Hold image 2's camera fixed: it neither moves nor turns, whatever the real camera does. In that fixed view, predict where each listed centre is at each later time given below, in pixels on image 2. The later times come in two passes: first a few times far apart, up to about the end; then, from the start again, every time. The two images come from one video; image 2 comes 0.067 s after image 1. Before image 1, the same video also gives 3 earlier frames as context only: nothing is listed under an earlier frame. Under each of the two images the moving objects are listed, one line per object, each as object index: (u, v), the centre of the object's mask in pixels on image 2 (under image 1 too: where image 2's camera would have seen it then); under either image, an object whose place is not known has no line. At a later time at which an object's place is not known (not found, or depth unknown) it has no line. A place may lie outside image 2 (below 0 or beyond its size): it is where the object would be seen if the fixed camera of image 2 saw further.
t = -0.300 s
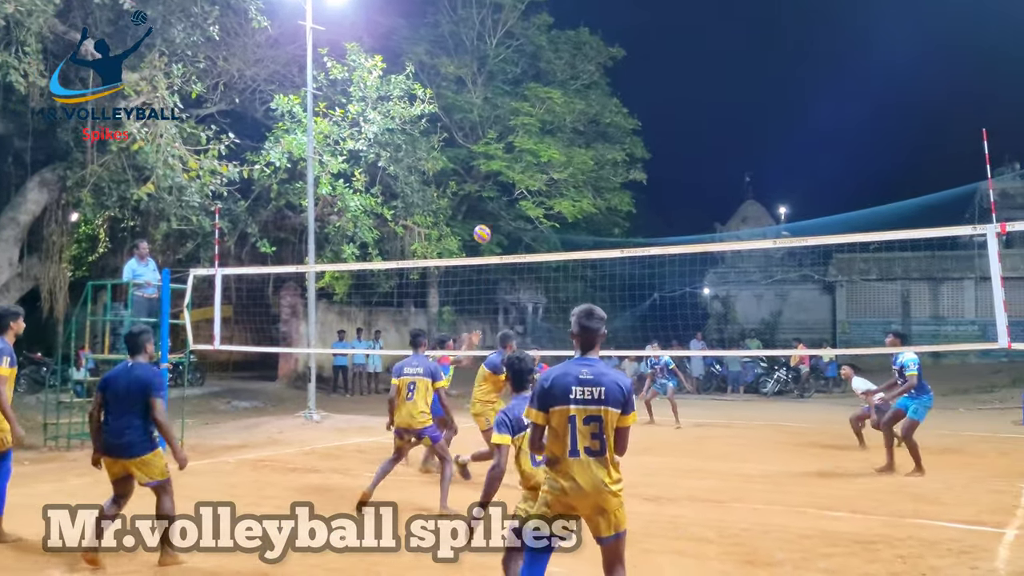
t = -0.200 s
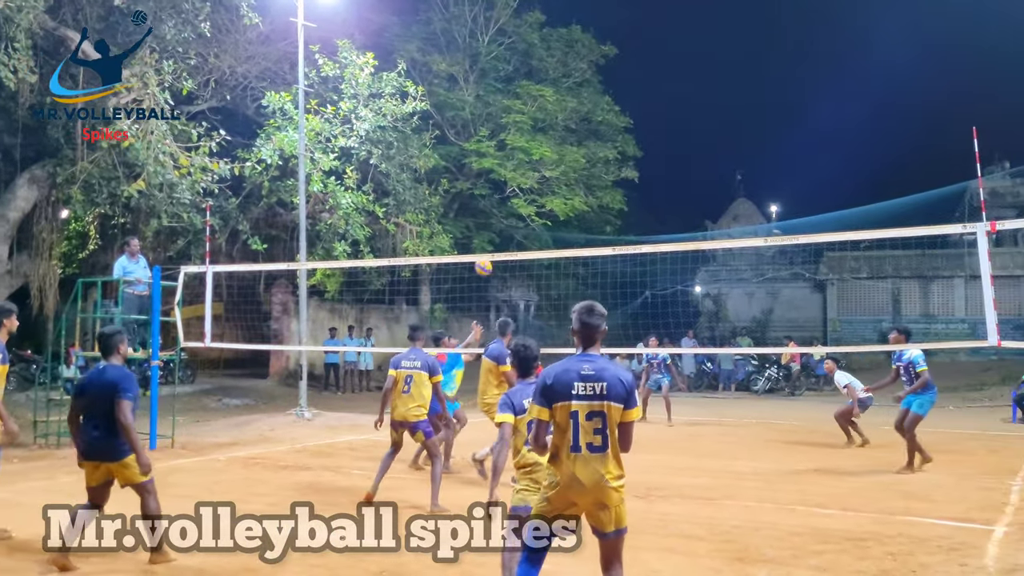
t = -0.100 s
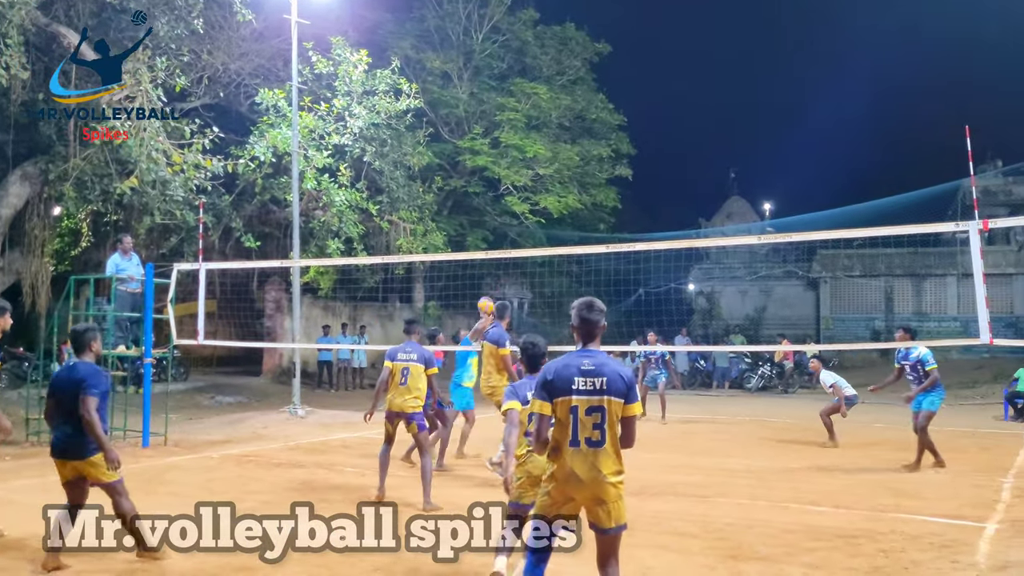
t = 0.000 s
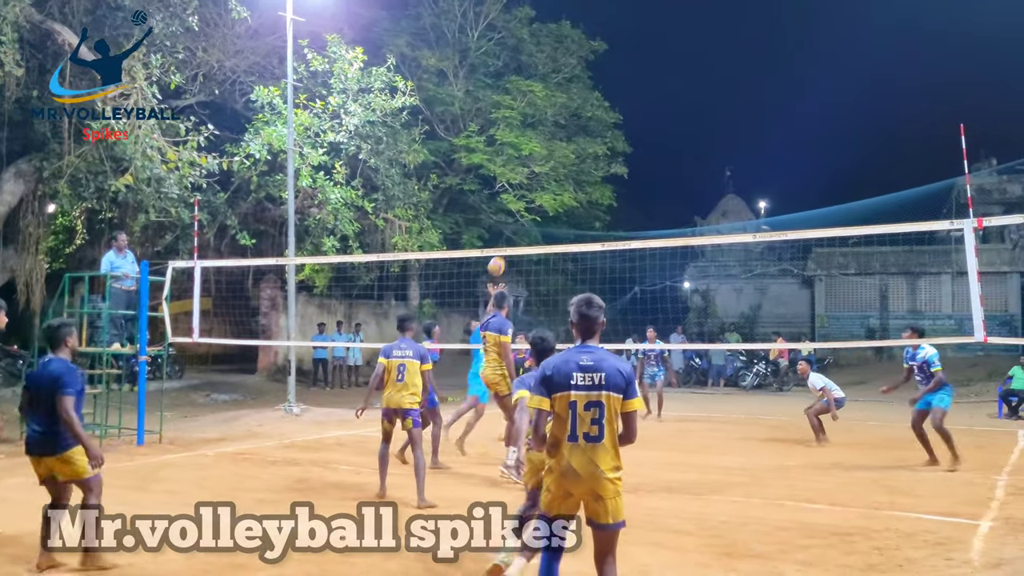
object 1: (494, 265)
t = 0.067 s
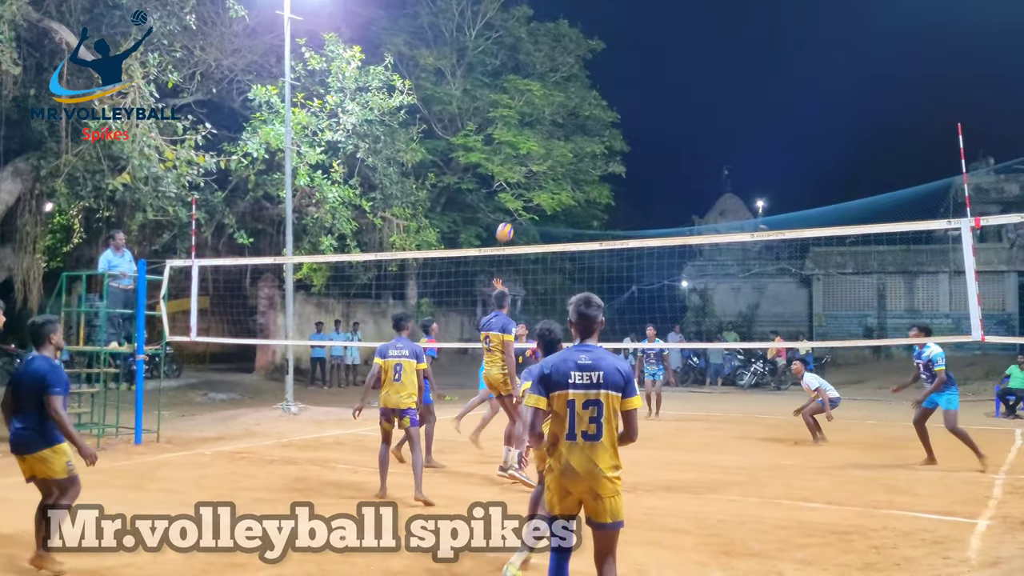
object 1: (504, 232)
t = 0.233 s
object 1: (529, 167)
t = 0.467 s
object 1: (562, 112)
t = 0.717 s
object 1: (596, 97)
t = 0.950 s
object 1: (626, 126)
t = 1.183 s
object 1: (654, 192)
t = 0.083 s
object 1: (507, 225)
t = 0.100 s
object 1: (509, 217)
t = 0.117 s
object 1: (512, 210)
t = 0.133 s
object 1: (514, 203)
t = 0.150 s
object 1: (517, 196)
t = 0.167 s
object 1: (520, 190)
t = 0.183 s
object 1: (522, 184)
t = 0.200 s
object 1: (525, 177)
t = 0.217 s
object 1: (527, 172)
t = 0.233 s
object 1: (529, 167)
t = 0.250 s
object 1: (532, 161)
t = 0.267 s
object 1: (534, 157)
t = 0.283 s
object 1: (537, 152)
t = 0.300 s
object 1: (540, 147)
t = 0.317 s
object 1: (542, 142)
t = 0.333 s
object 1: (544, 138)
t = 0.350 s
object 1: (546, 134)
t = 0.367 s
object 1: (548, 130)
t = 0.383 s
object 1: (551, 126)
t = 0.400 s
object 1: (554, 123)
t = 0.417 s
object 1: (555, 119)
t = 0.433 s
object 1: (557, 117)
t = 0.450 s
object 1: (560, 114)
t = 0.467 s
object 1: (562, 112)
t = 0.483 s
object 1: (564, 109)
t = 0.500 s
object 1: (567, 107)
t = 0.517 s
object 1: (569, 105)
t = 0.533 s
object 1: (571, 103)
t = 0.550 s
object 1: (574, 102)
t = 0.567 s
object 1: (576, 100)
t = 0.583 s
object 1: (578, 99)
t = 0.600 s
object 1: (581, 98)
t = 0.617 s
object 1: (583, 97)
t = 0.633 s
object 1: (585, 96)
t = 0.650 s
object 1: (588, 96)
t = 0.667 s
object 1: (590, 96)
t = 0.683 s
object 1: (592, 96)
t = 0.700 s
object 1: (594, 97)
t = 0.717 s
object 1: (596, 97)
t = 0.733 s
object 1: (598, 98)
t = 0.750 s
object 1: (601, 99)
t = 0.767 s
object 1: (603, 100)
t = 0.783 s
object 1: (605, 101)
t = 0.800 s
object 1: (607, 103)
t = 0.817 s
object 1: (609, 104)
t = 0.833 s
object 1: (611, 107)
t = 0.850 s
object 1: (613, 109)
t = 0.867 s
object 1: (616, 111)
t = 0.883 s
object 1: (618, 113)
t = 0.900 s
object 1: (620, 116)
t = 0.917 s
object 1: (622, 119)
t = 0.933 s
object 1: (624, 122)
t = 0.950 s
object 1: (626, 126)
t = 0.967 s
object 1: (628, 129)
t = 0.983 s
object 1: (630, 132)
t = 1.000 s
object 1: (632, 137)
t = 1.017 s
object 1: (634, 141)
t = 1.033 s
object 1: (636, 145)
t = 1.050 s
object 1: (639, 150)
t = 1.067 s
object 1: (640, 154)
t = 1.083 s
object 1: (642, 159)
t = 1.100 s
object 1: (645, 164)
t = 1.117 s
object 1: (647, 169)
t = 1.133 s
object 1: (648, 174)
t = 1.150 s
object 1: (650, 180)
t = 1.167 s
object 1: (652, 186)
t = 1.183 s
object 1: (654, 192)
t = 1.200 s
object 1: (656, 198)
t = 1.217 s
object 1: (658, 204)
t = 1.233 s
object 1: (660, 210)
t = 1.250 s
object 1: (662, 217)
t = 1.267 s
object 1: (664, 223)
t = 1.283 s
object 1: (666, 230)
